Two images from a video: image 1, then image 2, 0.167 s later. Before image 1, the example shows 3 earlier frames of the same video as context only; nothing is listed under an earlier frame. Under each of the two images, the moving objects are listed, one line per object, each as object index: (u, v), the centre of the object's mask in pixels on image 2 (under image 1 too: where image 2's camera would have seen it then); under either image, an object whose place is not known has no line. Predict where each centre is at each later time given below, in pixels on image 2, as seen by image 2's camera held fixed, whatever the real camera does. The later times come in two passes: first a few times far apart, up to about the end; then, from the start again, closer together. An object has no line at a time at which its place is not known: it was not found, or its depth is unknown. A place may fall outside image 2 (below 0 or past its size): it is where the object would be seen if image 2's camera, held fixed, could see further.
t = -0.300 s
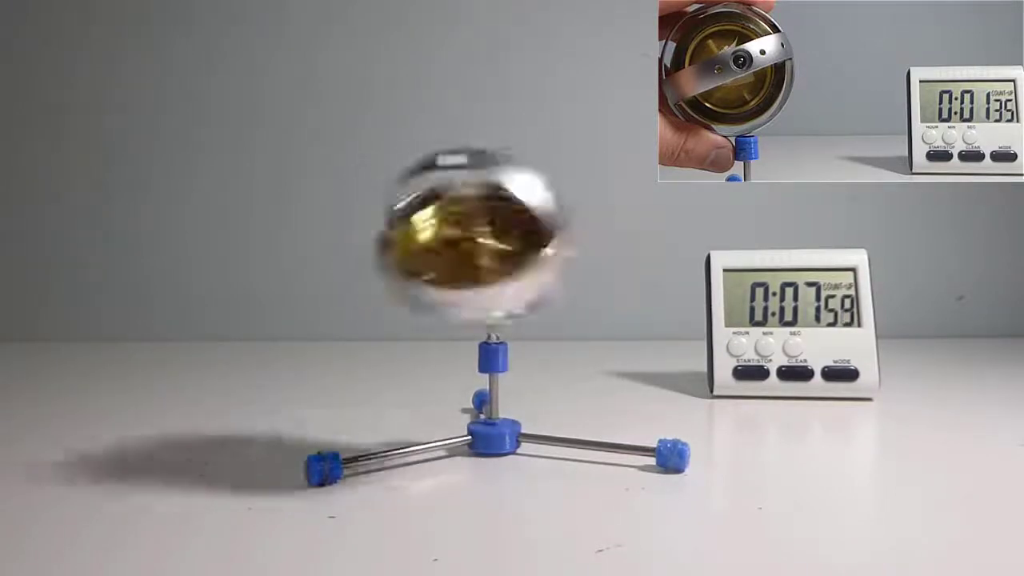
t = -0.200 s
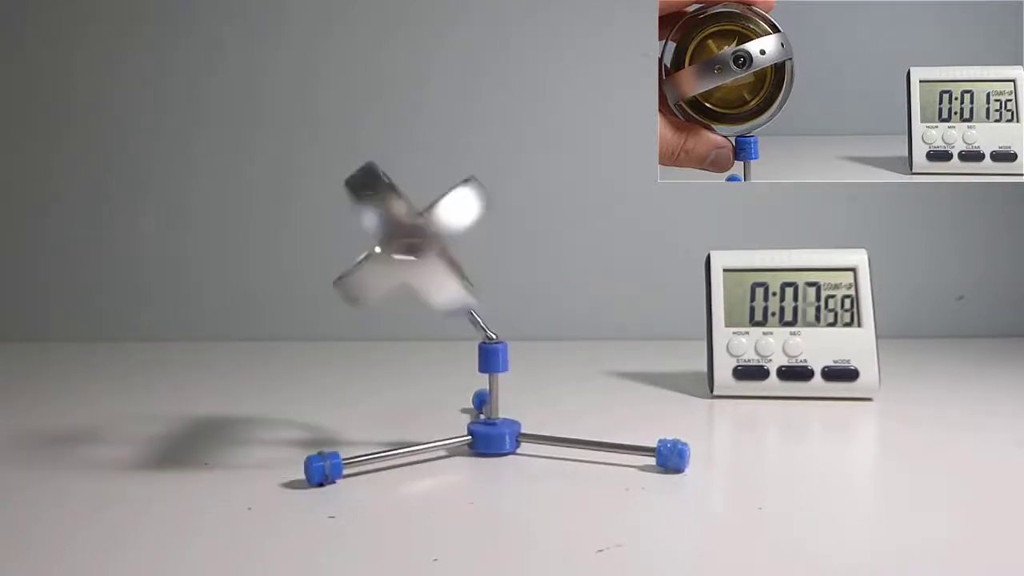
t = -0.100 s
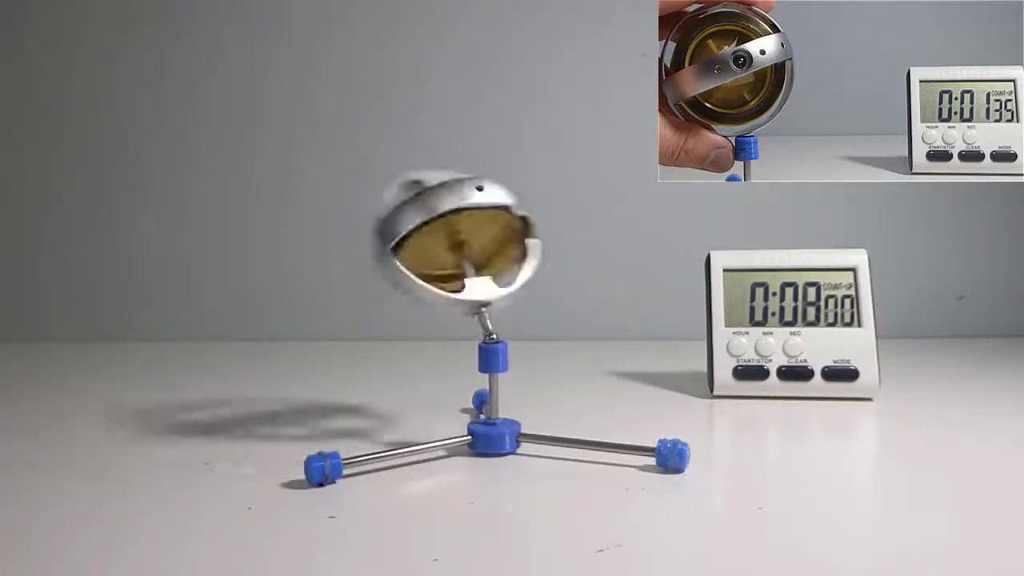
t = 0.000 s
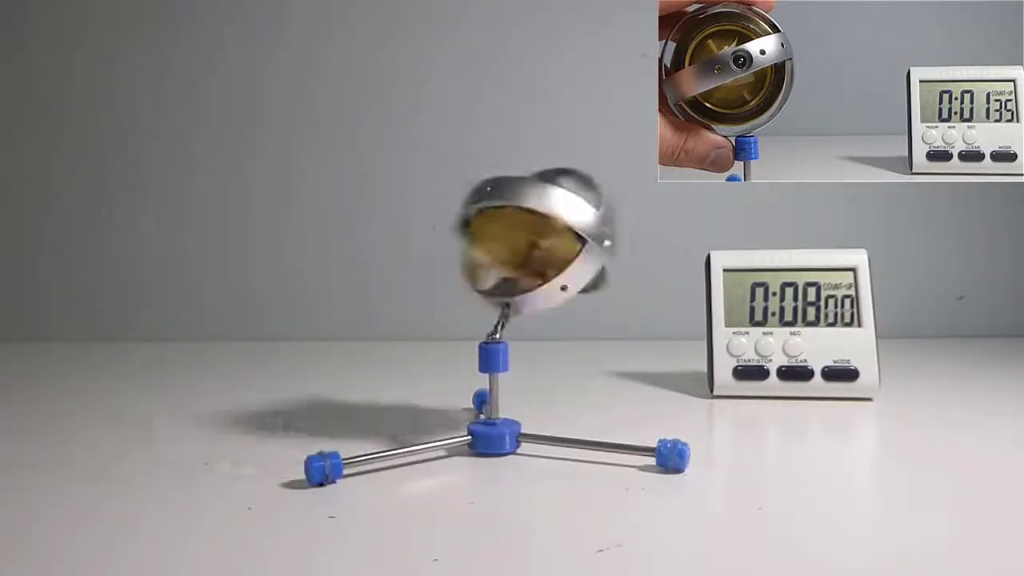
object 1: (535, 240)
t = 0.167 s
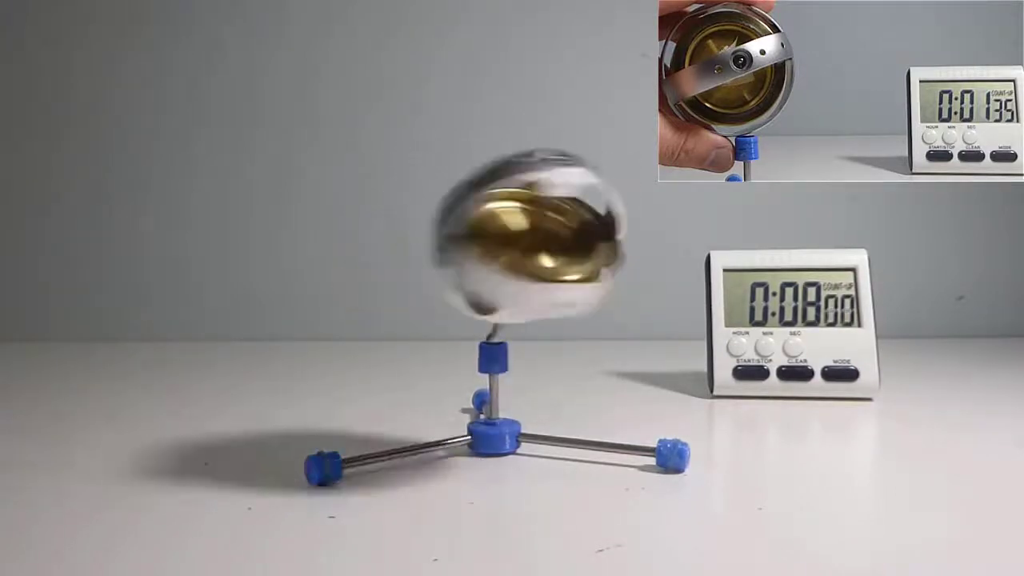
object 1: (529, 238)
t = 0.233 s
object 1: (460, 237)
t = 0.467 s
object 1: (492, 243)
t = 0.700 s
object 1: (518, 238)
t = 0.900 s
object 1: (423, 243)
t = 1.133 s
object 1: (569, 243)
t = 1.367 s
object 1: (408, 248)
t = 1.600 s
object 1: (556, 241)
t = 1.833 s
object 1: (428, 246)
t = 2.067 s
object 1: (517, 241)
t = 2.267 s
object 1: (529, 241)
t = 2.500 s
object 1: (438, 247)
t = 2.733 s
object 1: (566, 245)
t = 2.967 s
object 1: (407, 247)
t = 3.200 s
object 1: (568, 244)
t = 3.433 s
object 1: (417, 243)
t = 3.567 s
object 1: (442, 246)
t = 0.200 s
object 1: (494, 236)
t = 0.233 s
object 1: (460, 237)
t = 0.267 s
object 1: (431, 239)
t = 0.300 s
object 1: (417, 242)
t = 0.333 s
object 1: (409, 244)
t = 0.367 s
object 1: (416, 243)
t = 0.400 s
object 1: (438, 242)
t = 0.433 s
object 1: (466, 244)
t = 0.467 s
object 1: (492, 243)
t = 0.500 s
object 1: (521, 242)
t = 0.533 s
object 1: (544, 240)
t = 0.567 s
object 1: (560, 240)
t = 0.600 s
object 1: (566, 241)
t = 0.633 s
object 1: (562, 240)
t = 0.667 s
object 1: (544, 240)
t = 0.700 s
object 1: (518, 238)
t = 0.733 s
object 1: (481, 237)
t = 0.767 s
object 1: (449, 239)
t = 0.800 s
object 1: (427, 243)
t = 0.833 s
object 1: (412, 244)
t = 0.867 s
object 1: (410, 244)
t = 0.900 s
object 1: (423, 243)
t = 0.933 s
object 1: (446, 244)
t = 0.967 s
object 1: (474, 244)
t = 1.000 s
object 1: (500, 242)
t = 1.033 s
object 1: (530, 242)
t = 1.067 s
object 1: (552, 241)
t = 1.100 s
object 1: (566, 242)
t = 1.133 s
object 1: (569, 243)
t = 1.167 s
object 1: (559, 242)
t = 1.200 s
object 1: (539, 241)
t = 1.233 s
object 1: (506, 238)
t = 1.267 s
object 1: (469, 239)
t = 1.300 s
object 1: (438, 240)
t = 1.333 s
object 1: (420, 244)
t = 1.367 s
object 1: (408, 248)
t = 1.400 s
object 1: (412, 244)
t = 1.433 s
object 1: (431, 245)
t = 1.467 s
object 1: (456, 242)
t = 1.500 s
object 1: (482, 244)
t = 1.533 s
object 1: (510, 241)
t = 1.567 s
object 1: (536, 241)
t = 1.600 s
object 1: (556, 241)
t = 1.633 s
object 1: (568, 242)
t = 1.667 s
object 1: (567, 245)
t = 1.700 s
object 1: (556, 242)
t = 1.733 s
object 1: (532, 242)
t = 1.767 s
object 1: (495, 242)
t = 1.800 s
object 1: (458, 243)
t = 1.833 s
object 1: (428, 246)
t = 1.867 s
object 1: (414, 245)
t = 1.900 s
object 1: (406, 247)
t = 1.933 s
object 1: (415, 245)
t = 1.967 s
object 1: (436, 244)
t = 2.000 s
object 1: (464, 245)
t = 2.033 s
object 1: (488, 243)
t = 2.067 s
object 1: (517, 241)
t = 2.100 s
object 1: (541, 240)
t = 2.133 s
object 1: (559, 241)
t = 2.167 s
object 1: (568, 242)
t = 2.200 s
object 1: (565, 241)
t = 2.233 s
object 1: (553, 241)
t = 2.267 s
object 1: (529, 241)
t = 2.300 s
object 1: (491, 240)
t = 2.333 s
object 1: (455, 242)
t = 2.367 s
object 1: (427, 248)
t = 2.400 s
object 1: (411, 246)
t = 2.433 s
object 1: (407, 247)
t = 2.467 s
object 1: (417, 247)
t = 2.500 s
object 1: (438, 247)
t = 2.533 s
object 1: (468, 245)
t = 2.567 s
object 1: (496, 246)
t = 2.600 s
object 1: (525, 243)
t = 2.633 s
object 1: (548, 243)
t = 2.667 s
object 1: (566, 243)
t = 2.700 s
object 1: (572, 245)
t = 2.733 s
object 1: (566, 245)
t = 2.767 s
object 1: (547, 245)
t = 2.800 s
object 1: (519, 245)
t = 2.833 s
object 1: (481, 243)
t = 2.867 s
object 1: (443, 244)
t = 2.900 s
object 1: (417, 244)
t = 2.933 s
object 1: (408, 245)
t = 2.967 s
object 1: (407, 247)
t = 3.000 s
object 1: (420, 246)
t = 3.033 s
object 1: (442, 246)
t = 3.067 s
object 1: (474, 246)
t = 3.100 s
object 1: (500, 246)
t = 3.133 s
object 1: (529, 245)
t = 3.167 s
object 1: (553, 244)
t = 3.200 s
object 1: (568, 244)
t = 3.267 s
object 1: (563, 245)
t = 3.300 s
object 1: (545, 244)
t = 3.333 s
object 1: (516, 243)
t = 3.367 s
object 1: (475, 241)
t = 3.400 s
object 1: (442, 244)
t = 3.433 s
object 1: (417, 243)
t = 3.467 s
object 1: (408, 246)
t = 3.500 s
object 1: (408, 246)
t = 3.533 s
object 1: (420, 247)
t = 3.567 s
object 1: (442, 246)
